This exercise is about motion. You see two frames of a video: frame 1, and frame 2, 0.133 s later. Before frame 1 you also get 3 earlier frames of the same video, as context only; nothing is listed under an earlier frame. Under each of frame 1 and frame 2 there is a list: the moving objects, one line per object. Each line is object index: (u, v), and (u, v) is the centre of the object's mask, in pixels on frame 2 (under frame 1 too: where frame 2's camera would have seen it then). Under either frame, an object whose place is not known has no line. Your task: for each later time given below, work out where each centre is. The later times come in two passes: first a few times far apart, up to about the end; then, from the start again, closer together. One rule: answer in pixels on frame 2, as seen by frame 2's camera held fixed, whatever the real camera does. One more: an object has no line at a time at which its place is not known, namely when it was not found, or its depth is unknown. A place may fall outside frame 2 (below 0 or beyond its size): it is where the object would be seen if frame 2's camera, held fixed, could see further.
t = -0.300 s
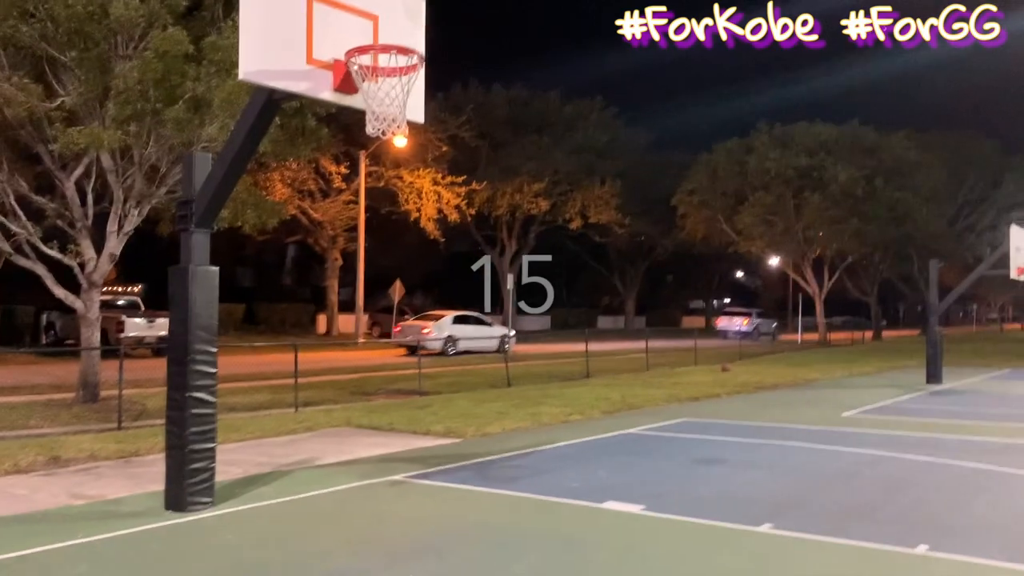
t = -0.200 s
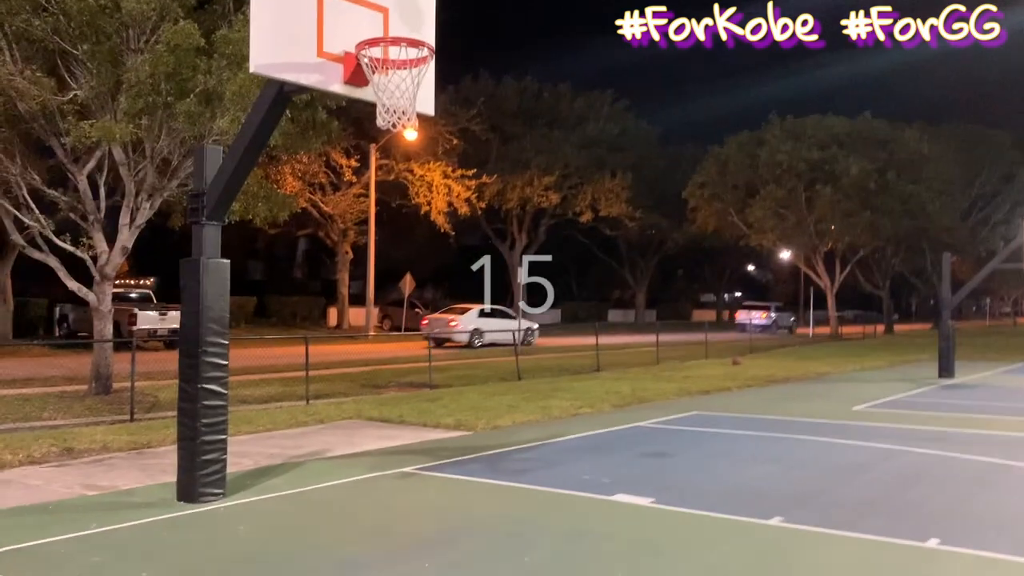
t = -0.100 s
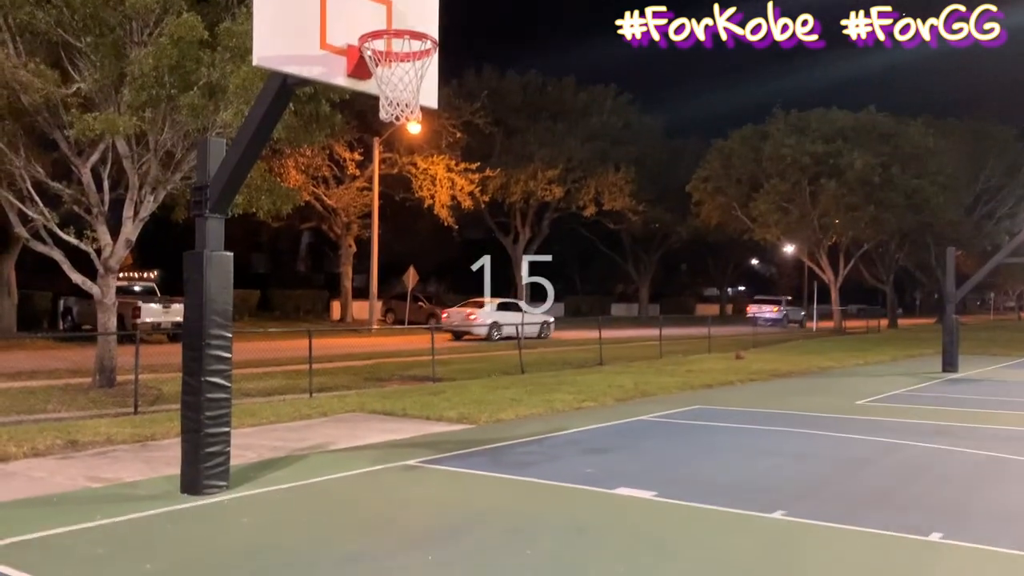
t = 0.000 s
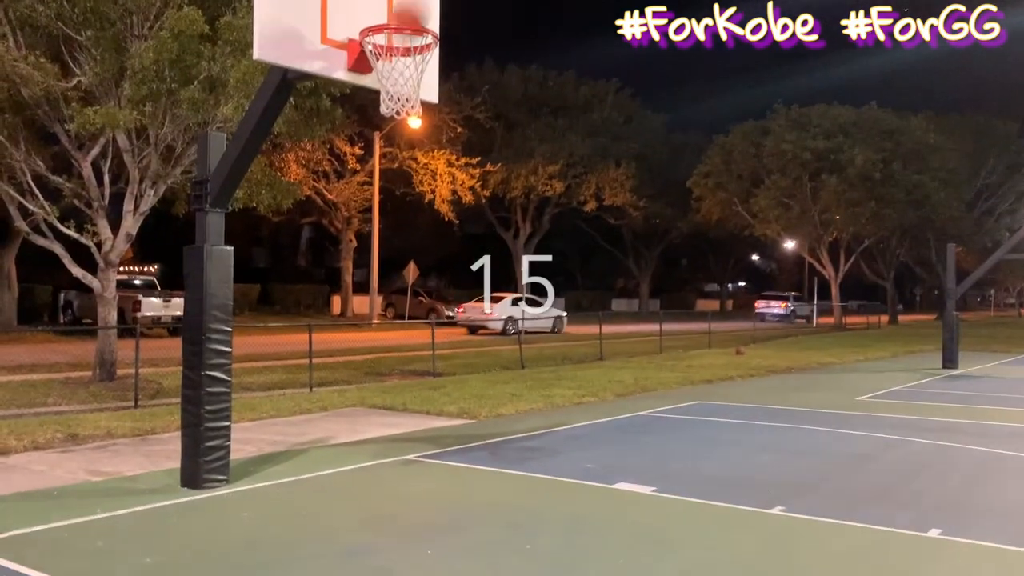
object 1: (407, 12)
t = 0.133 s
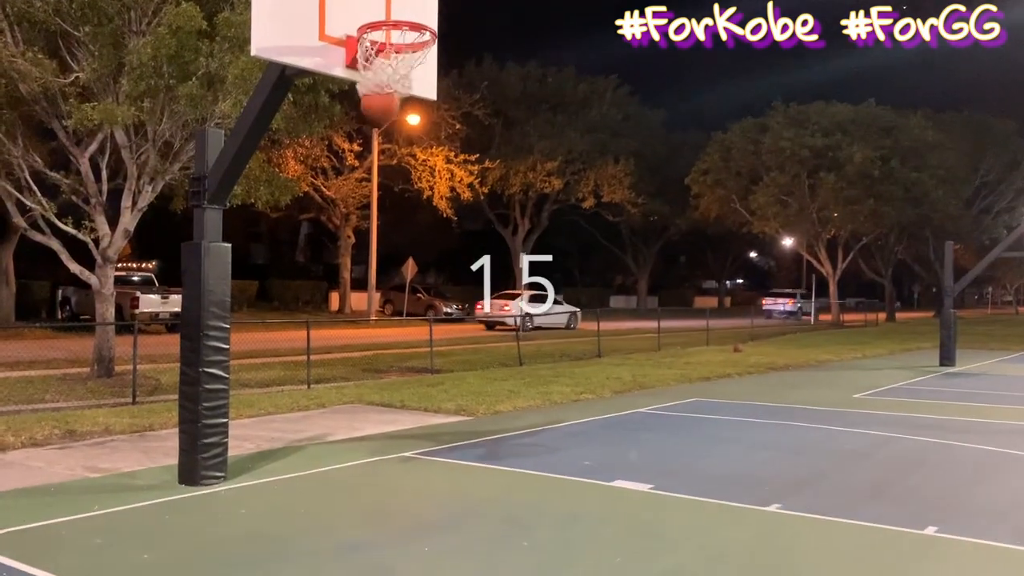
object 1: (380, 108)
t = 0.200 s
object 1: (376, 133)
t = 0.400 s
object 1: (358, 286)
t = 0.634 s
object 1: (337, 505)
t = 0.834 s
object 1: (353, 342)
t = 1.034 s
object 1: (371, 242)
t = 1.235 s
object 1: (392, 210)
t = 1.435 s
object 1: (414, 266)
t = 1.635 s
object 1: (440, 444)
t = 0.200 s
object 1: (376, 133)
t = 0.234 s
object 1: (374, 154)
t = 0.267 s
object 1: (370, 176)
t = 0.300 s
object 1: (367, 199)
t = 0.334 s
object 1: (364, 228)
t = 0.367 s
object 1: (361, 255)
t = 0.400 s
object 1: (358, 286)
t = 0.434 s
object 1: (355, 319)
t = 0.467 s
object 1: (351, 354)
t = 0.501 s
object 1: (347, 391)
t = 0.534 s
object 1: (343, 431)
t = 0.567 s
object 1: (340, 477)
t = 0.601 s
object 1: (337, 520)
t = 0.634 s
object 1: (337, 505)
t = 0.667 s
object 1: (340, 475)
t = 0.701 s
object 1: (342, 443)
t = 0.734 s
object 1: (345, 415)
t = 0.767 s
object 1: (348, 390)
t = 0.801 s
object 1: (351, 366)
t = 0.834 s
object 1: (353, 342)
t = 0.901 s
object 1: (358, 300)
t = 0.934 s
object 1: (363, 284)
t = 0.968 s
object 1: (365, 268)
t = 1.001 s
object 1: (369, 254)
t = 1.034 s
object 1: (371, 242)
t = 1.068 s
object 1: (375, 231)
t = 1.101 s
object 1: (378, 223)
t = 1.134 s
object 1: (380, 217)
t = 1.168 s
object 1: (384, 213)
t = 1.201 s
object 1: (388, 210)
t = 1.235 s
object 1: (392, 210)
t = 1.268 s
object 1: (395, 213)
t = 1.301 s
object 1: (399, 218)
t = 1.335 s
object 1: (403, 226)
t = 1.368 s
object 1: (406, 237)
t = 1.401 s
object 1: (410, 251)
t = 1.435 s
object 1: (414, 266)
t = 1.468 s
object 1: (419, 285)
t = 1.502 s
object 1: (423, 308)
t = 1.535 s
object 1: (427, 337)
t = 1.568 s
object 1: (430, 370)
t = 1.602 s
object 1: (436, 404)
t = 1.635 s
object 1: (440, 444)
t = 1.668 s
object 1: (444, 490)
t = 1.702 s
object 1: (452, 533)
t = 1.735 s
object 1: (456, 560)
